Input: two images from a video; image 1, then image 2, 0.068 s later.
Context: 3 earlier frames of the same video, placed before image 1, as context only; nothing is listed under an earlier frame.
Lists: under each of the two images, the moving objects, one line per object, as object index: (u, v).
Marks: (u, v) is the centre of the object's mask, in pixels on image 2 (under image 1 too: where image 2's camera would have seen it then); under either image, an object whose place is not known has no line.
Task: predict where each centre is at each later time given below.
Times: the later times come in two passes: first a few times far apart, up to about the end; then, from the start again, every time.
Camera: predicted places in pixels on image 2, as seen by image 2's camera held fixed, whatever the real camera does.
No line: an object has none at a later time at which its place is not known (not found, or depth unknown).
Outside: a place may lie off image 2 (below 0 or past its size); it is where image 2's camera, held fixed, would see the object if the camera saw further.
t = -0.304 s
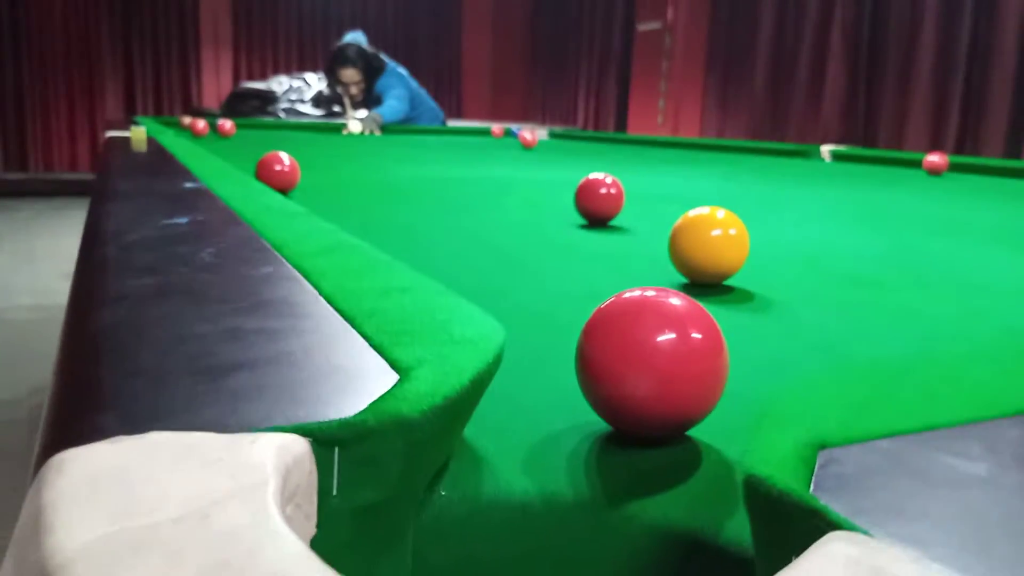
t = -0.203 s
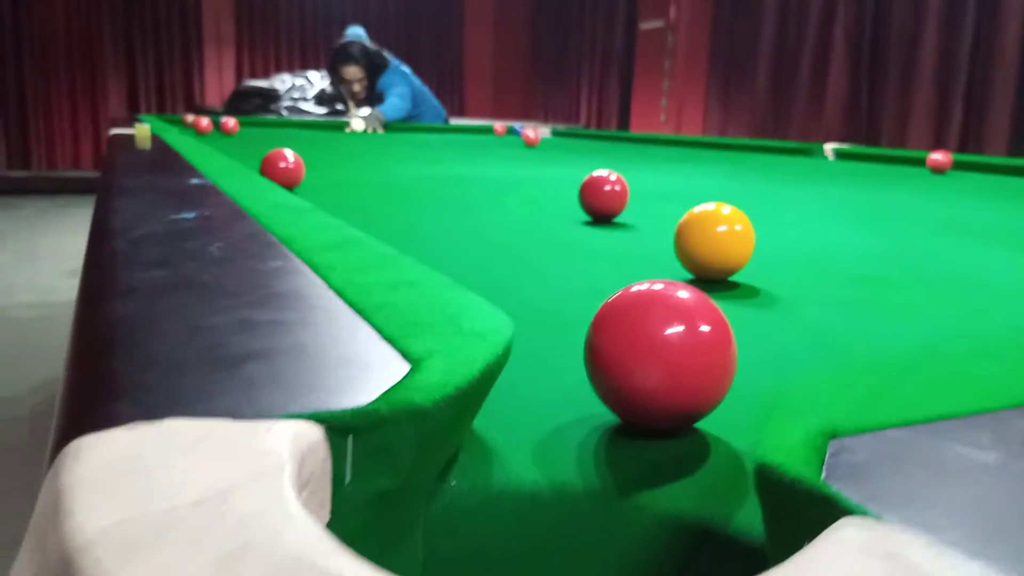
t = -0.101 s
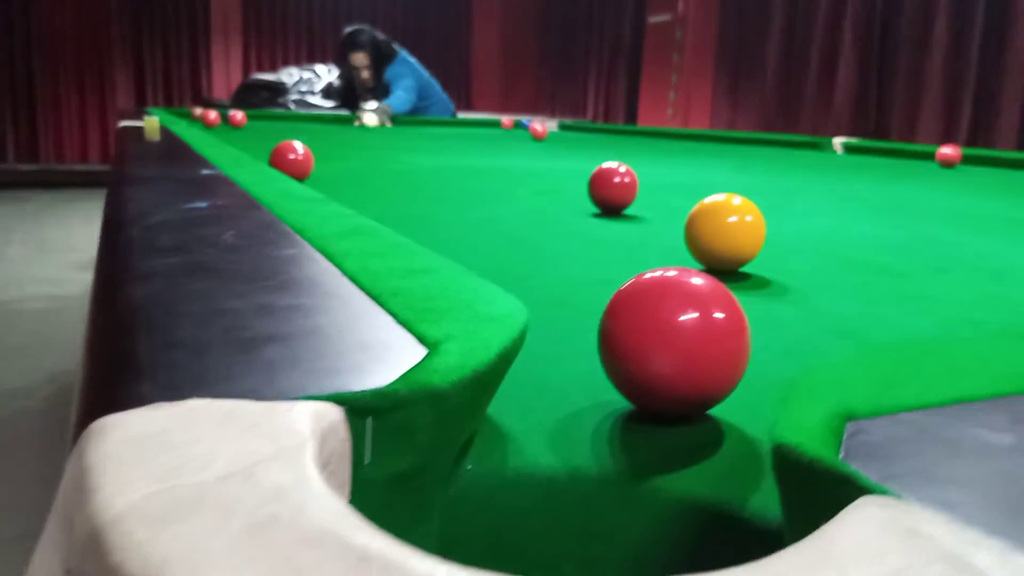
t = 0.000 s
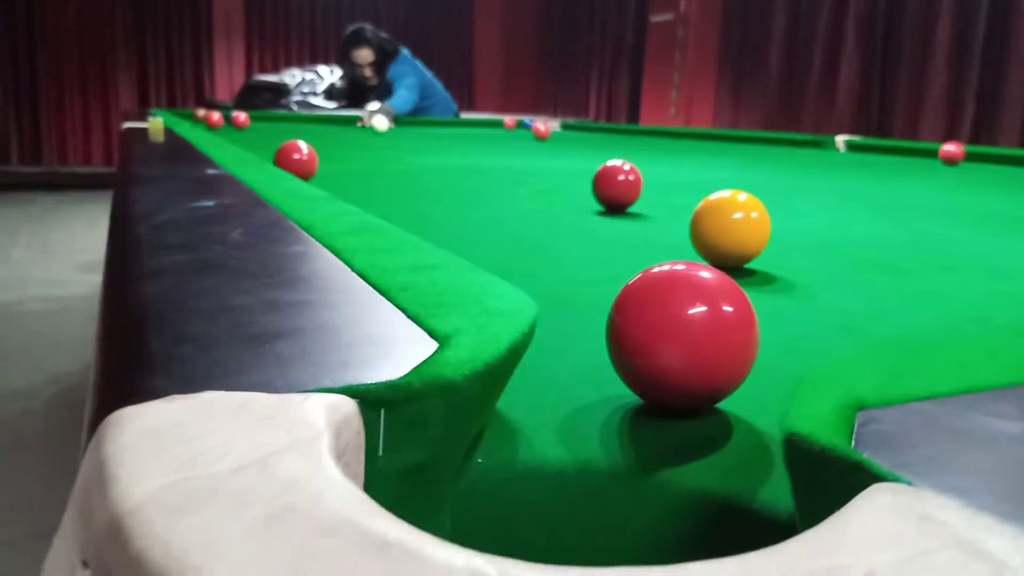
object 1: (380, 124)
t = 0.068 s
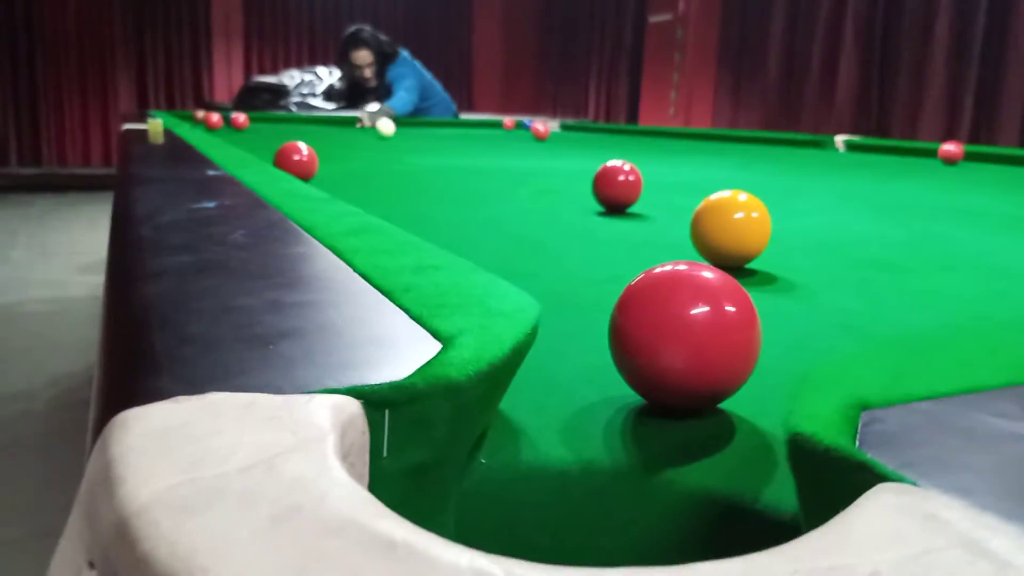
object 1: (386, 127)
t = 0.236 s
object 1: (406, 137)
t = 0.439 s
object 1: (455, 164)
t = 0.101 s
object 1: (389, 128)
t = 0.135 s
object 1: (393, 130)
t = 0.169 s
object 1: (397, 133)
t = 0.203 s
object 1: (401, 134)
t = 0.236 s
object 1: (406, 137)
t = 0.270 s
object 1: (411, 140)
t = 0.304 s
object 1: (417, 144)
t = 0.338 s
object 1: (425, 148)
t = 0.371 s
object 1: (433, 153)
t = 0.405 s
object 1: (443, 158)
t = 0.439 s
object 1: (455, 164)
